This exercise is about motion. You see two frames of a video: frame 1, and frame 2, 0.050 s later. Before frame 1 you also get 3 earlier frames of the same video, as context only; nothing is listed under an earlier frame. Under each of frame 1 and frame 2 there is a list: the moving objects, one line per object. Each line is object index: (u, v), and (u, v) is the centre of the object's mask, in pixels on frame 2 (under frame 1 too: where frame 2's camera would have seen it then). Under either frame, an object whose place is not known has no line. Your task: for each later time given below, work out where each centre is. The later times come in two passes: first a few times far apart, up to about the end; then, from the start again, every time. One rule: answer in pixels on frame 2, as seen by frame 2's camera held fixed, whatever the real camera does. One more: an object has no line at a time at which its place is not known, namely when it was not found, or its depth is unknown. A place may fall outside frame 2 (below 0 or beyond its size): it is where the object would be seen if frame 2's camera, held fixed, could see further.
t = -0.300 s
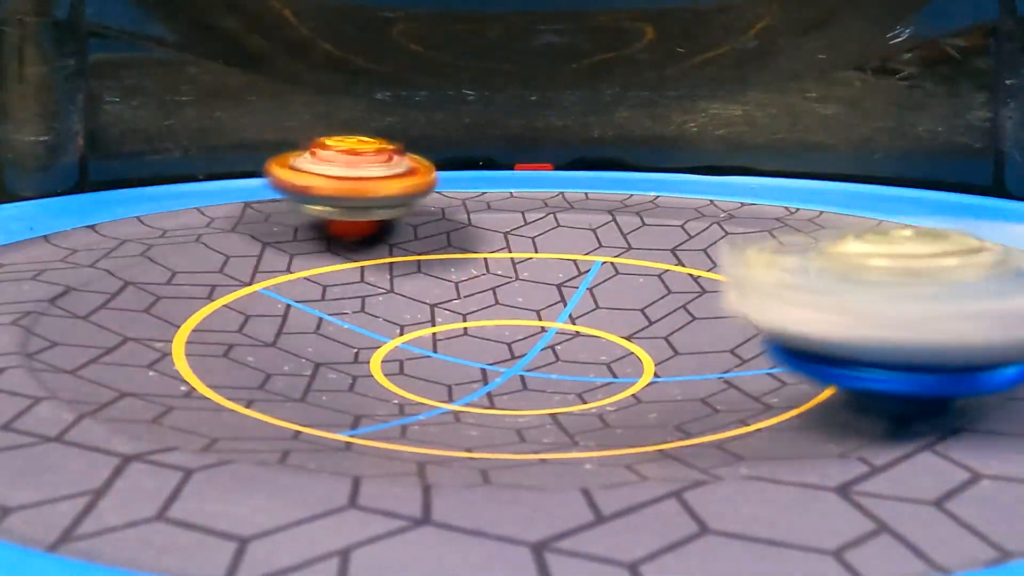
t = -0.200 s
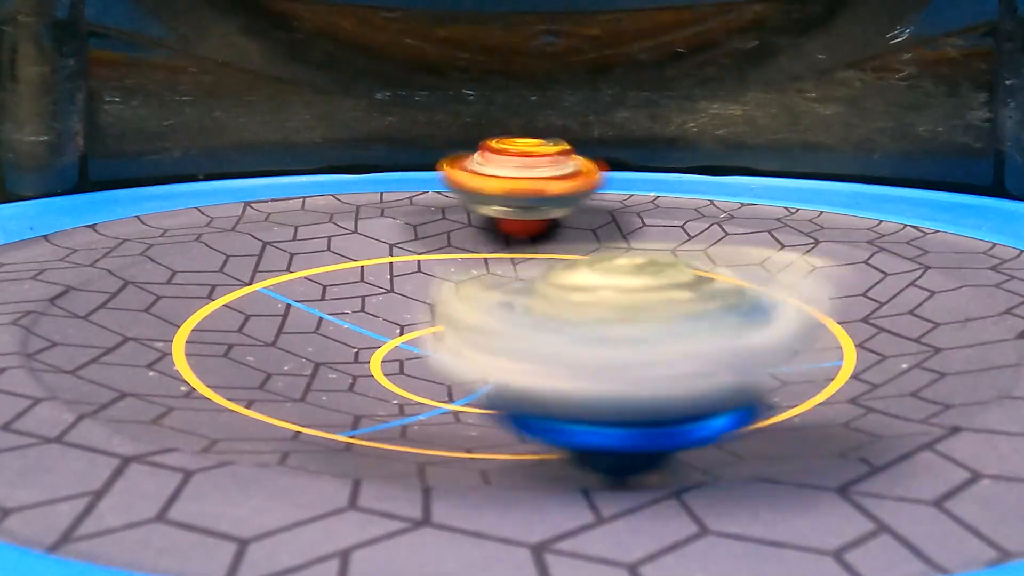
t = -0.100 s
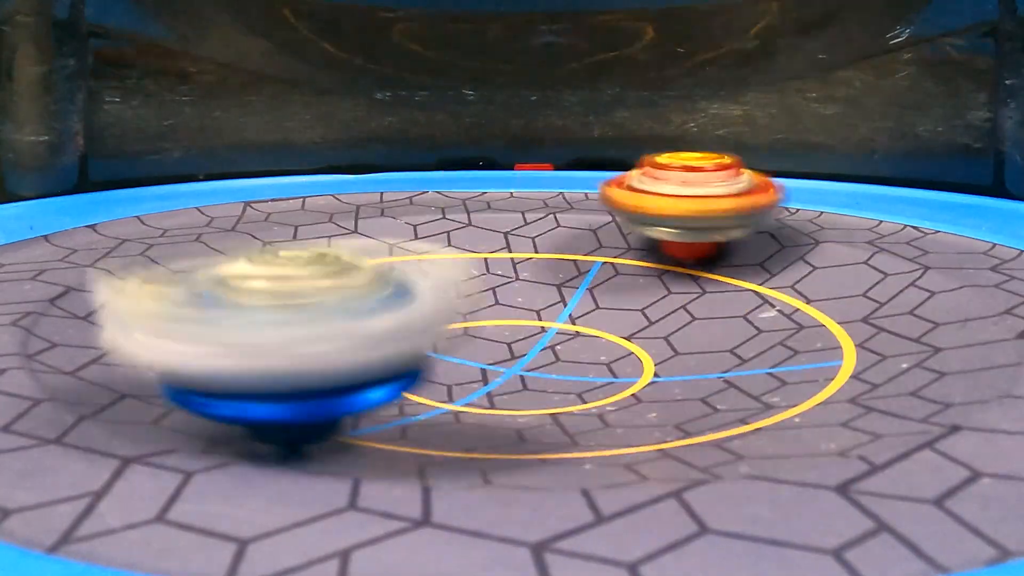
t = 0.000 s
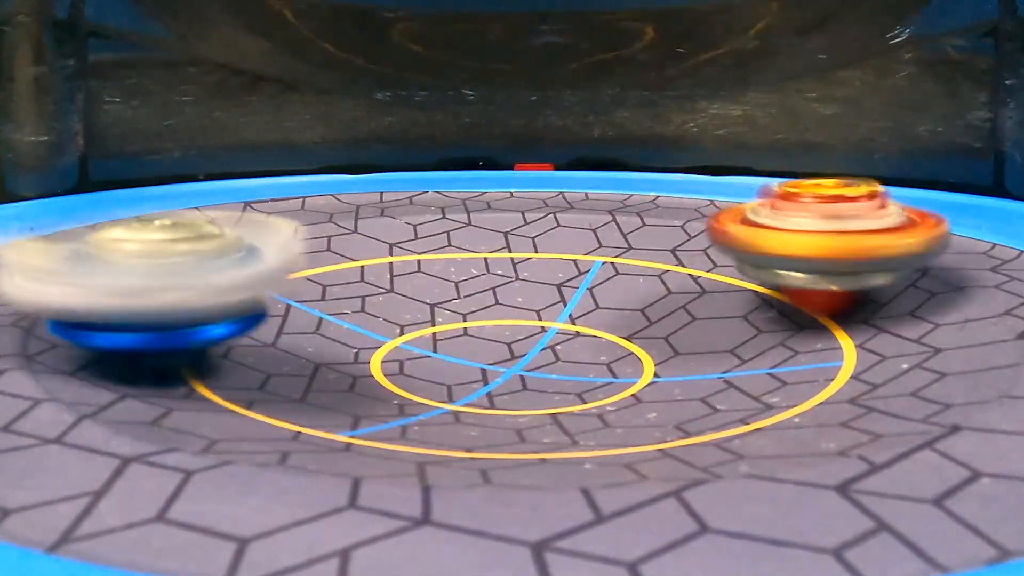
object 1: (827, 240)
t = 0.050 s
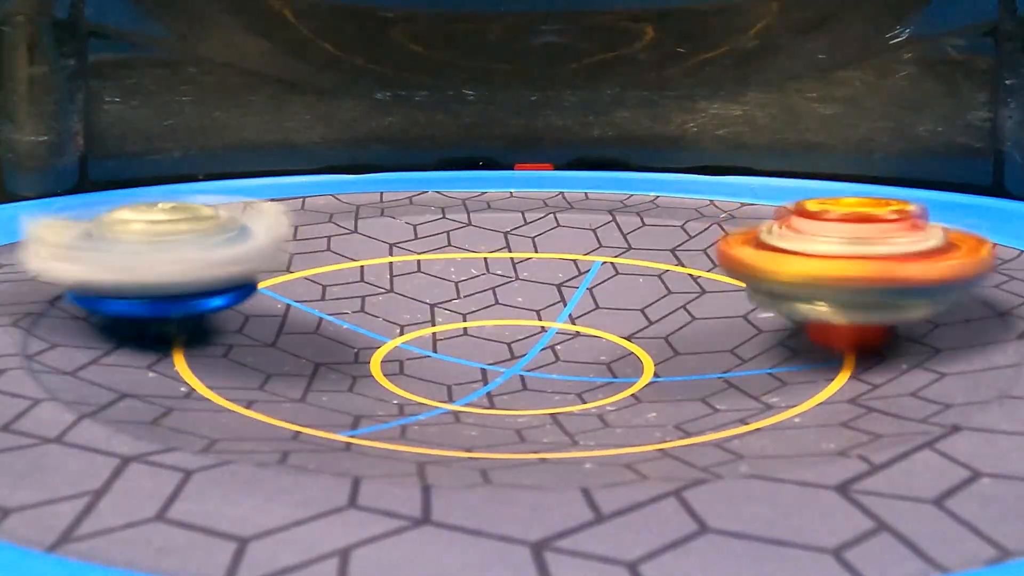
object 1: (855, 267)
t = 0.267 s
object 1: (327, 328)
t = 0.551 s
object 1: (287, 204)
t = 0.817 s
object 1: (735, 210)
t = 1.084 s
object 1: (612, 340)
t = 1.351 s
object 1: (214, 239)
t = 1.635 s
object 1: (519, 240)
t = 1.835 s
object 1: (537, 326)
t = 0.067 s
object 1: (854, 276)
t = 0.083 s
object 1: (847, 287)
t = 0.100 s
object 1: (833, 297)
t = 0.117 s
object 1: (814, 308)
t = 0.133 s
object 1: (786, 316)
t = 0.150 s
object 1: (746, 325)
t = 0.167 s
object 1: (699, 331)
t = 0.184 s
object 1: (644, 338)
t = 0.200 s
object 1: (584, 340)
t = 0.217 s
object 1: (519, 342)
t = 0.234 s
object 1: (449, 340)
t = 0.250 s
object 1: (387, 336)
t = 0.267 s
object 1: (327, 328)
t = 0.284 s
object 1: (271, 320)
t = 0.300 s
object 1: (223, 312)
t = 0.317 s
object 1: (185, 302)
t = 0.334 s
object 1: (159, 293)
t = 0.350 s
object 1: (141, 283)
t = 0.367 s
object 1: (130, 273)
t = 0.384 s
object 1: (125, 263)
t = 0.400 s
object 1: (124, 254)
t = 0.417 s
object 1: (125, 246)
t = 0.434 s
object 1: (133, 238)
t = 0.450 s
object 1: (148, 231)
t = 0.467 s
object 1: (165, 224)
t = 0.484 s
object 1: (185, 218)
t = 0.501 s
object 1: (208, 215)
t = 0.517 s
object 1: (233, 210)
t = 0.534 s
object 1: (260, 207)
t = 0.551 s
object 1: (287, 204)
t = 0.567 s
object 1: (315, 201)
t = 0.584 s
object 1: (343, 200)
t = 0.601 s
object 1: (372, 200)
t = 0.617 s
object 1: (400, 198)
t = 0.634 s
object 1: (429, 198)
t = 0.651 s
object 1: (459, 198)
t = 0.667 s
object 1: (489, 199)
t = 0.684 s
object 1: (517, 199)
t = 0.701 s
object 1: (545, 202)
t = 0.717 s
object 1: (575, 203)
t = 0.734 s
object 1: (604, 205)
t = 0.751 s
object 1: (632, 207)
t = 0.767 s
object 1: (658, 210)
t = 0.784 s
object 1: (686, 209)
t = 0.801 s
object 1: (709, 209)
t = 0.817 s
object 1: (735, 210)
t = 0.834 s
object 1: (764, 210)
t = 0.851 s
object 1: (792, 218)
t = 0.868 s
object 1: (813, 229)
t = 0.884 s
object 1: (828, 246)
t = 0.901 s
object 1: (841, 253)
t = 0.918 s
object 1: (853, 261)
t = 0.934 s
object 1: (858, 269)
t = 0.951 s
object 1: (861, 278)
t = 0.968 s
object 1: (856, 287)
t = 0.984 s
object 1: (847, 296)
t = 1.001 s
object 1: (828, 304)
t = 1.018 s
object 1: (803, 314)
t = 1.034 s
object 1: (767, 321)
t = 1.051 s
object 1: (722, 329)
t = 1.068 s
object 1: (671, 335)
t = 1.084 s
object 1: (612, 340)
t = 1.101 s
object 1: (557, 341)
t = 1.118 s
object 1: (486, 341)
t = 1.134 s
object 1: (425, 338)
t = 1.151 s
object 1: (370, 333)
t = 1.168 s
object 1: (319, 326)
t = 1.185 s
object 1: (277, 319)
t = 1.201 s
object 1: (238, 311)
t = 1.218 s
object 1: (211, 303)
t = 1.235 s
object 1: (189, 293)
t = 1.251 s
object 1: (178, 285)
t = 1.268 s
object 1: (173, 276)
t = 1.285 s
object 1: (173, 268)
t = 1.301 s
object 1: (177, 260)
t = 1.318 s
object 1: (187, 253)
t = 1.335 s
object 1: (199, 246)
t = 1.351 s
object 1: (214, 239)
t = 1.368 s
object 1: (232, 233)
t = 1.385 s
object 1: (253, 229)
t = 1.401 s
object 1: (276, 223)
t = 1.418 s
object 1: (301, 220)
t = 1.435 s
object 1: (327, 217)
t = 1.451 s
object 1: (354, 214)
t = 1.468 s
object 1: (380, 211)
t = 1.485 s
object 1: (384, 211)
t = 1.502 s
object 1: (387, 212)
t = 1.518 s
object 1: (393, 214)
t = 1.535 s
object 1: (403, 215)
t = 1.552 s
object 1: (418, 218)
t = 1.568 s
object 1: (433, 221)
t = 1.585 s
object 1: (454, 224)
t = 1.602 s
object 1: (475, 228)
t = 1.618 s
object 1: (497, 233)
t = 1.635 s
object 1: (519, 240)
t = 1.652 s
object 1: (538, 248)
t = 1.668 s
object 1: (557, 256)
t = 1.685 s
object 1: (572, 264)
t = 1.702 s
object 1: (586, 273)
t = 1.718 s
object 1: (597, 282)
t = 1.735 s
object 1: (601, 290)
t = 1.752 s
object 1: (603, 298)
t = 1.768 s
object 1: (600, 306)
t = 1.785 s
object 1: (592, 313)
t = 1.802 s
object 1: (579, 319)
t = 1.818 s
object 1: (560, 324)
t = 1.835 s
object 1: (537, 326)
